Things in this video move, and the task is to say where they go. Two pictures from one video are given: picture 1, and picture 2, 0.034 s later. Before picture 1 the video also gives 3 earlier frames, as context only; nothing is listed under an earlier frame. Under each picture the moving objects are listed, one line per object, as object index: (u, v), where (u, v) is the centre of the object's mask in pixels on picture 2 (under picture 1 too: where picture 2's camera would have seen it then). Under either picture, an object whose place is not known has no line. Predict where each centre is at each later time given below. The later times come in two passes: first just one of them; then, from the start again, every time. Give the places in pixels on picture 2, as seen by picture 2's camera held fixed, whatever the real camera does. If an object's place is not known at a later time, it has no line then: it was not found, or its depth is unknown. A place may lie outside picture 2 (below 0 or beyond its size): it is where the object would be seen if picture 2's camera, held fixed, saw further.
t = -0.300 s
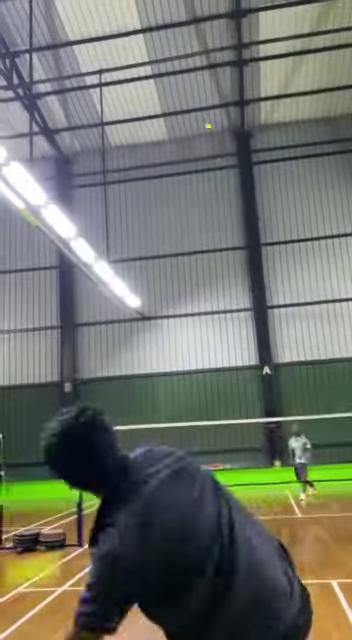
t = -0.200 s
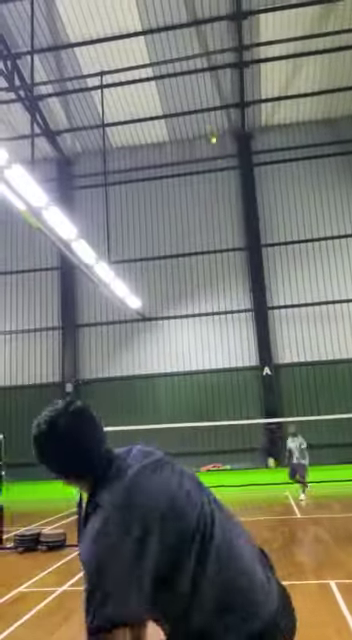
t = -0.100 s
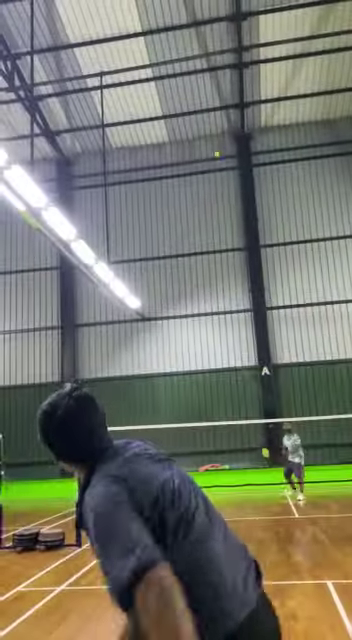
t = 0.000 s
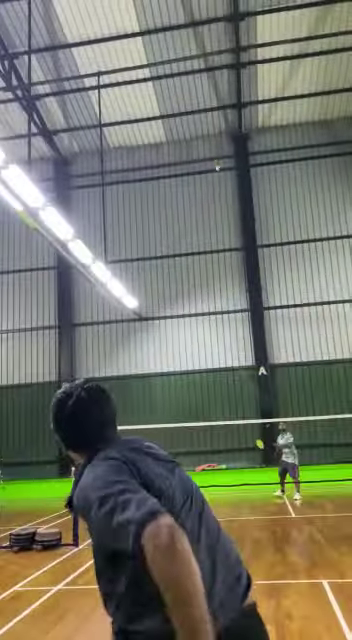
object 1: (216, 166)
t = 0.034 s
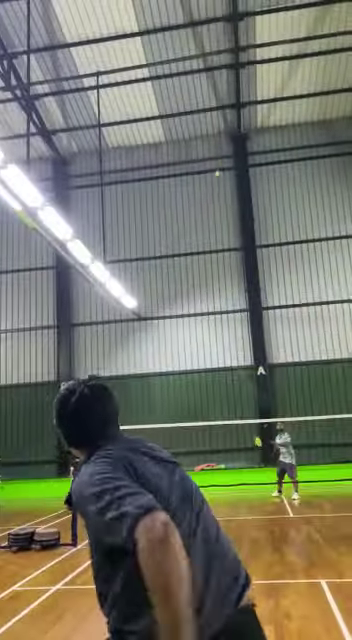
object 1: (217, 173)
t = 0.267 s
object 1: (223, 212)
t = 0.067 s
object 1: (218, 178)
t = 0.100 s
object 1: (219, 183)
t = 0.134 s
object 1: (219, 188)
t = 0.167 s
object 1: (220, 194)
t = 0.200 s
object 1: (221, 200)
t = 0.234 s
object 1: (222, 208)
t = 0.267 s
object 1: (223, 212)
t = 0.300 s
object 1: (225, 218)
